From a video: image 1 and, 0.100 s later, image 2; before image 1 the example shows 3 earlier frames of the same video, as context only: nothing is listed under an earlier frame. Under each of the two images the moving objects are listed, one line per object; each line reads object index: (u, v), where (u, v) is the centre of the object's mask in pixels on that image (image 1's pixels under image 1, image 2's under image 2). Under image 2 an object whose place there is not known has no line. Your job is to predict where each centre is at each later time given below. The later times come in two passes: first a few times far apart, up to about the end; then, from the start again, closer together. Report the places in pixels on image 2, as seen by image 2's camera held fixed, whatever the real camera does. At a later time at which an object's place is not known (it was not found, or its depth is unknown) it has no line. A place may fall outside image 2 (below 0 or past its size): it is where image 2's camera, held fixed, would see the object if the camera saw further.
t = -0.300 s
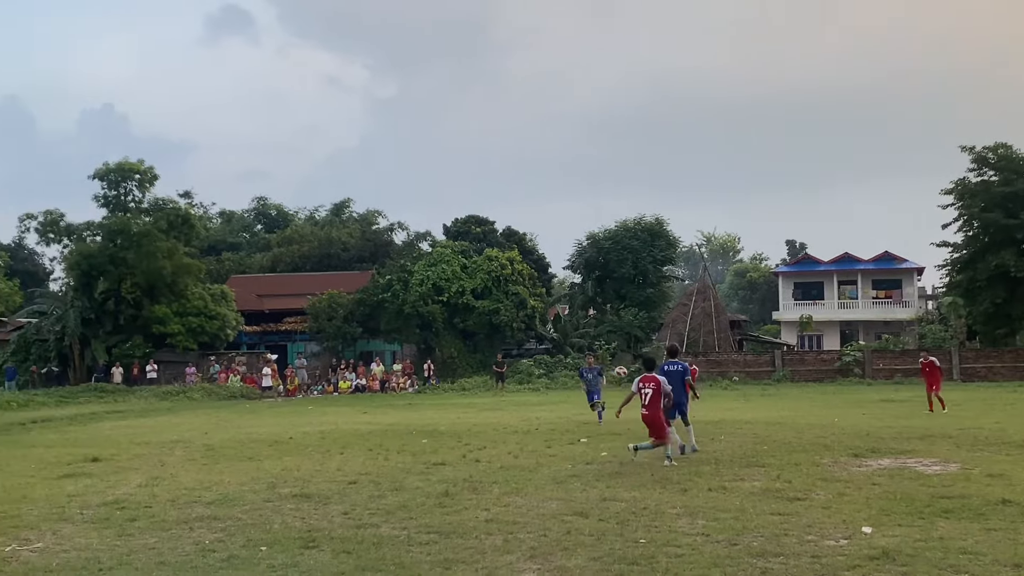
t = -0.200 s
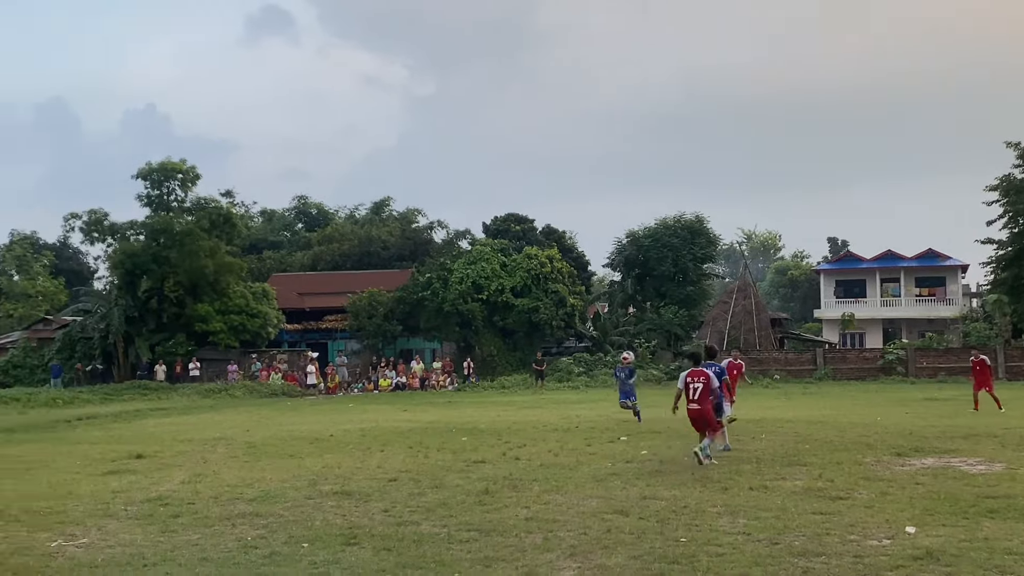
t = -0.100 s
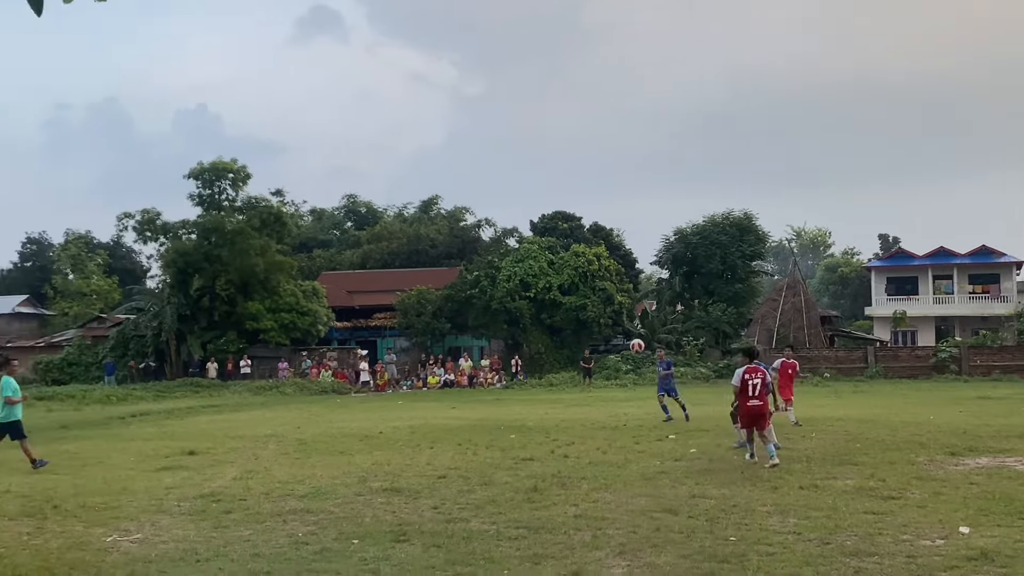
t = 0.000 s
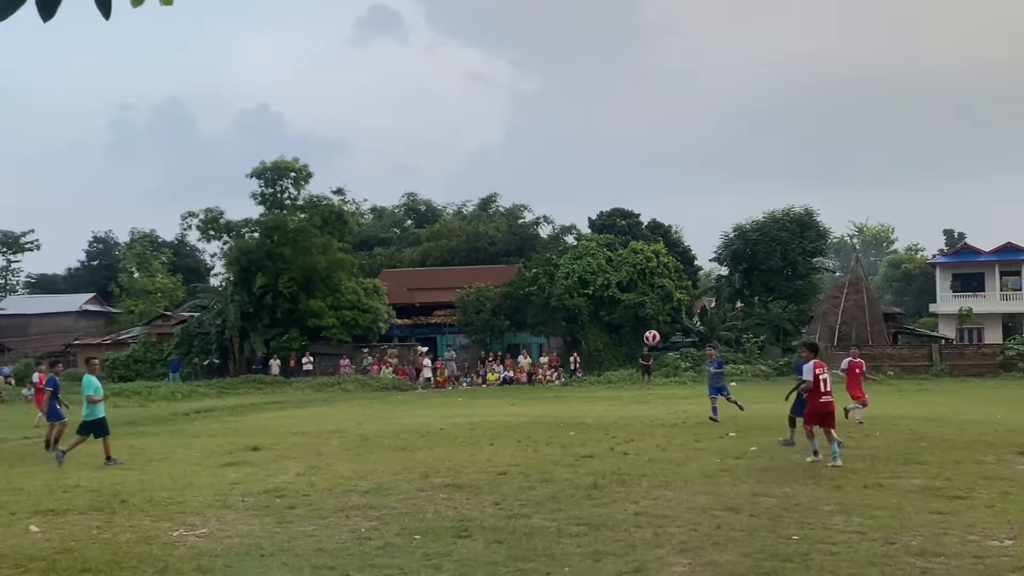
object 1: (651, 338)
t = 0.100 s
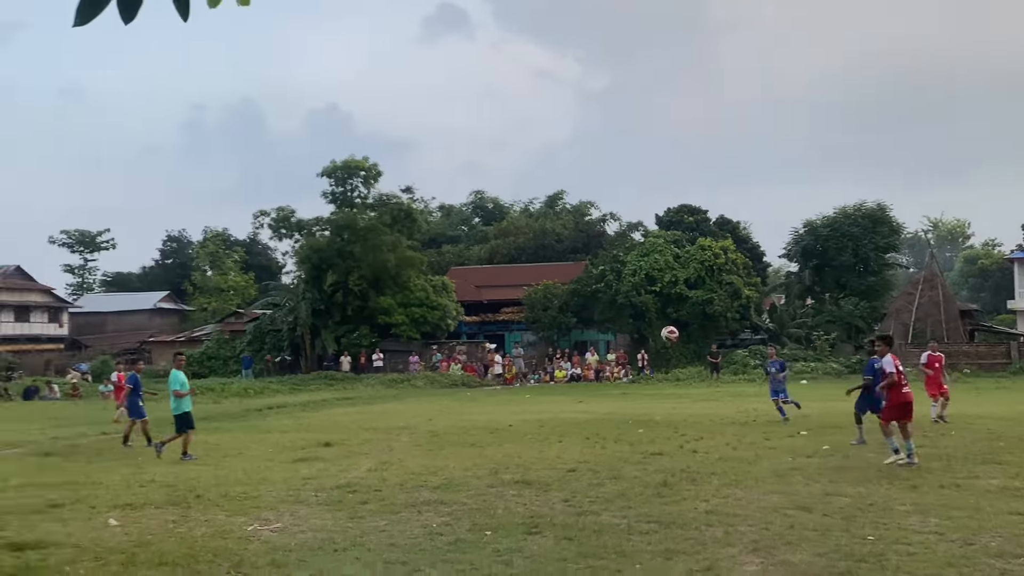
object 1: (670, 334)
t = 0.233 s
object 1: (590, 346)
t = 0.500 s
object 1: (367, 422)
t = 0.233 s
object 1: (590, 346)
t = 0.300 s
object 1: (543, 357)
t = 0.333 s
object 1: (519, 366)
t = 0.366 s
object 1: (492, 372)
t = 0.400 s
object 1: (464, 381)
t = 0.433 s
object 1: (434, 392)
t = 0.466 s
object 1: (402, 407)
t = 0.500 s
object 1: (367, 422)
